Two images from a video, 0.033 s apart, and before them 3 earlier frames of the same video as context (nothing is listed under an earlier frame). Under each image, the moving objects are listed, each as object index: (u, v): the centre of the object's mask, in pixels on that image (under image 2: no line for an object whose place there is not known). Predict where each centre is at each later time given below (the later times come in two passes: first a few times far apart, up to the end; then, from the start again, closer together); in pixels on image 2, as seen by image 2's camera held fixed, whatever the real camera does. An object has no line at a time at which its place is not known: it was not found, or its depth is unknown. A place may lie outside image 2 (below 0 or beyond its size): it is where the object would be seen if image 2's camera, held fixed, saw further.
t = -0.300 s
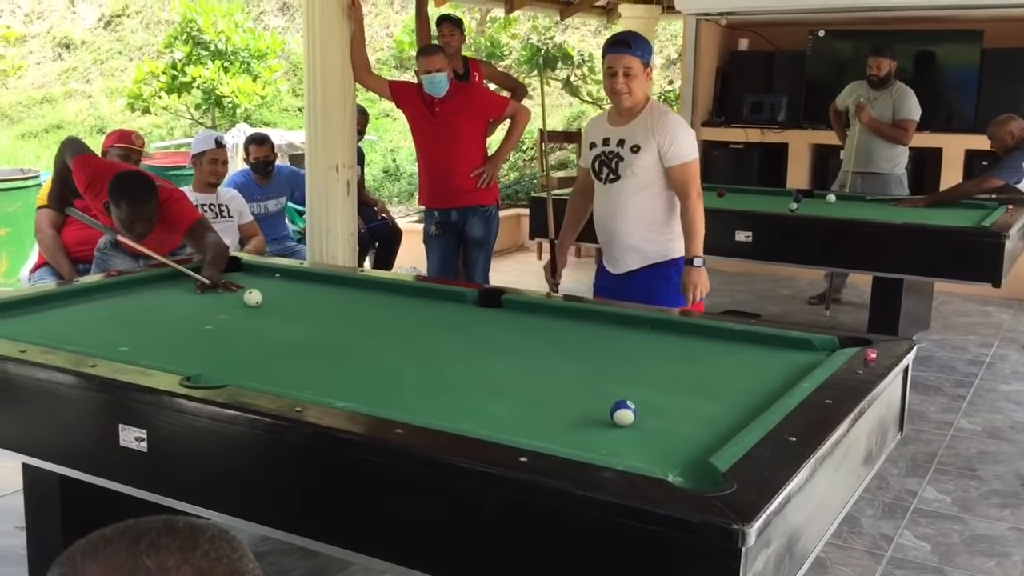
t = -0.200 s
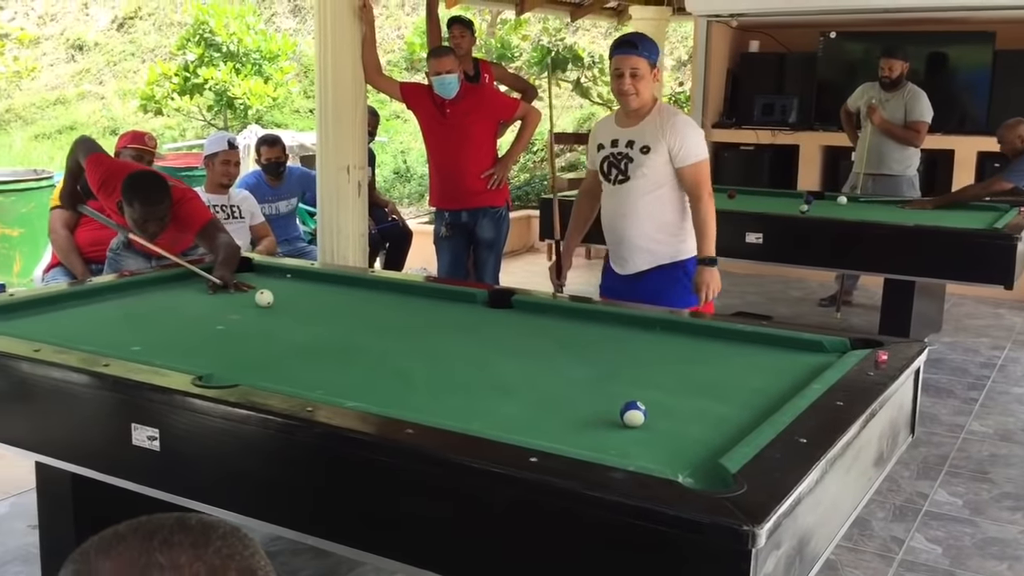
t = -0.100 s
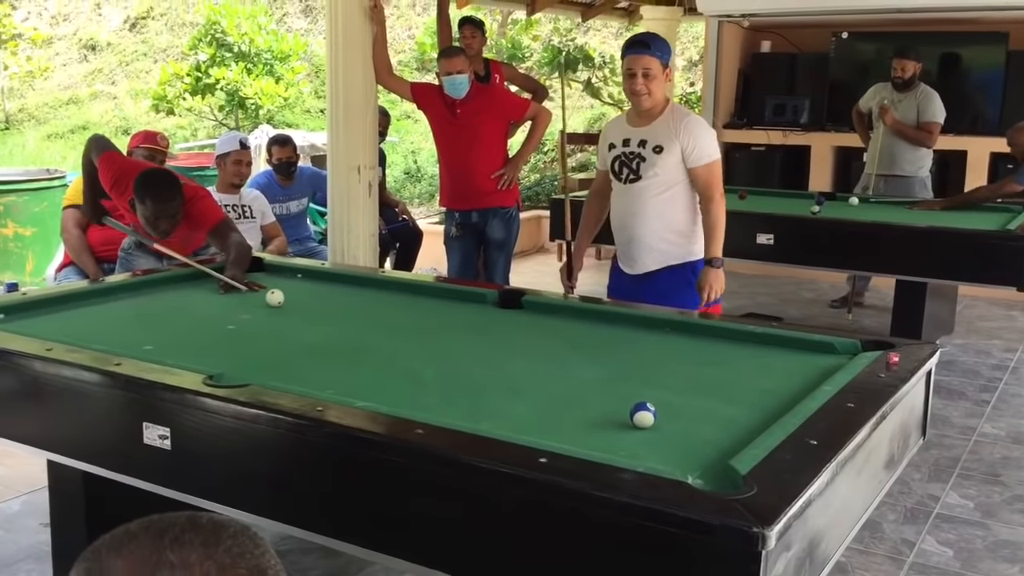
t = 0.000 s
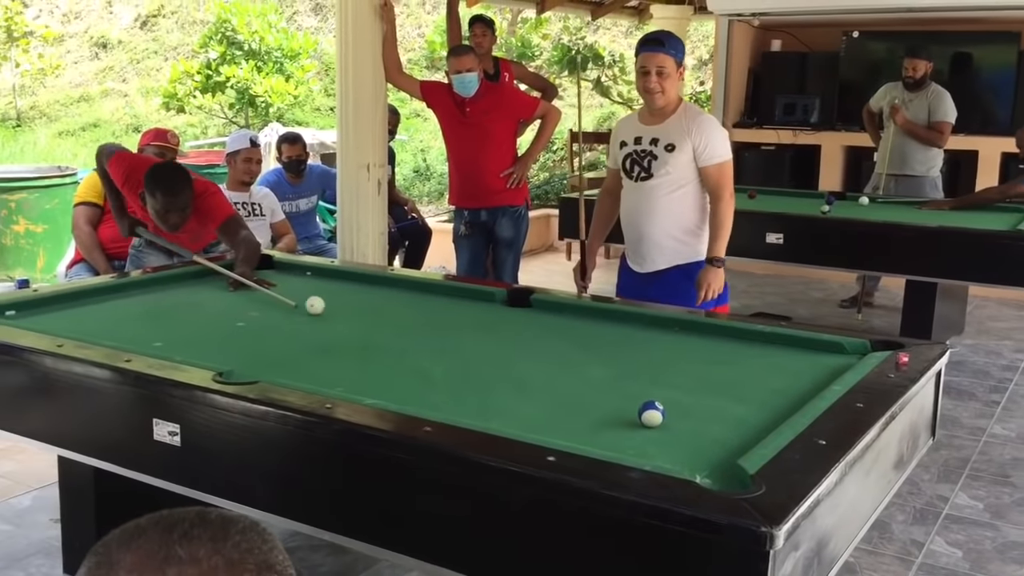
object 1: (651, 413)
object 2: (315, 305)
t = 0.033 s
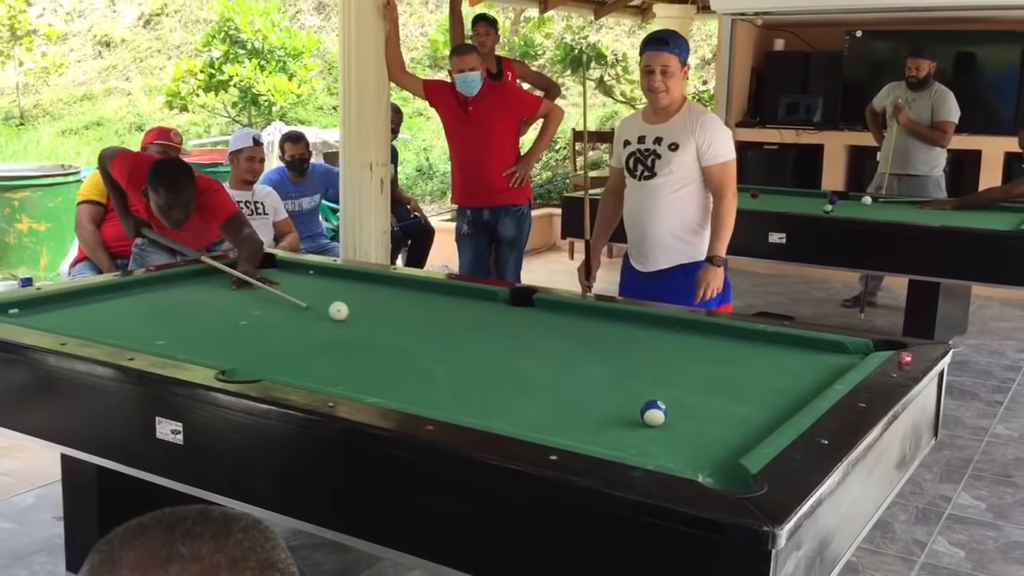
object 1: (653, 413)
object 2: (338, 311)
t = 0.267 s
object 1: (653, 413)
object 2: (500, 366)
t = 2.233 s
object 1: (376, 325)
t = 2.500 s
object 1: (338, 315)
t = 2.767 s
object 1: (305, 306)
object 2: (638, 371)
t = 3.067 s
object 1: (271, 296)
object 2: (640, 365)
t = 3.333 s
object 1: (245, 289)
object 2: (641, 360)
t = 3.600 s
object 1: (221, 282)
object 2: (641, 357)
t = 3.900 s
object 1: (196, 275)
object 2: (641, 354)
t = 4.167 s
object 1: (201, 275)
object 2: (640, 352)
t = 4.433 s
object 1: (220, 276)
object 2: (639, 350)
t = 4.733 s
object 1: (237, 279)
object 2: (638, 349)
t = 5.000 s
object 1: (252, 280)
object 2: (639, 349)
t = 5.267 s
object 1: (264, 281)
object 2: (639, 349)
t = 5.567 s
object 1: (277, 283)
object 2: (639, 349)
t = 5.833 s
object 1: (287, 284)
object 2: (639, 349)
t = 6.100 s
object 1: (294, 285)
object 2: (639, 349)
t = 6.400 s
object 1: (301, 285)
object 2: (639, 349)
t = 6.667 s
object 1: (305, 285)
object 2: (639, 349)
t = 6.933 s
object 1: (308, 287)
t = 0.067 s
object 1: (653, 413)
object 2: (360, 318)
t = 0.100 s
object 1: (653, 413)
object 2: (382, 326)
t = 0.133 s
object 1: (654, 413)
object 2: (405, 333)
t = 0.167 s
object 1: (654, 413)
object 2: (428, 341)
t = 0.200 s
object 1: (653, 413)
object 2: (451, 349)
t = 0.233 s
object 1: (653, 413)
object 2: (475, 357)
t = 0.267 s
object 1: (653, 413)
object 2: (500, 366)
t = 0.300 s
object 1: (654, 413)
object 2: (525, 374)
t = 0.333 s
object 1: (653, 413)
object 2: (550, 383)
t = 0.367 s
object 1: (653, 413)
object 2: (576, 392)
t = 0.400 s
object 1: (653, 413)
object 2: (602, 400)
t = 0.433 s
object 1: (655, 413)
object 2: (627, 409)
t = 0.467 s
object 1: (684, 418)
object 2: (623, 414)
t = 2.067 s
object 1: (402, 333)
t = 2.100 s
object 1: (397, 332)
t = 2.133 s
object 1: (392, 330)
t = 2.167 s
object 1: (386, 328)
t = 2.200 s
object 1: (381, 326)
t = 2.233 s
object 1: (376, 325)
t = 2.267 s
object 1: (370, 324)
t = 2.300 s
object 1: (366, 323)
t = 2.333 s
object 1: (361, 322)
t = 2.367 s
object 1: (357, 320)
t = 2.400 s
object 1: (351, 319)
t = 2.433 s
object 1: (348, 318)
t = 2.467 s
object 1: (343, 317)
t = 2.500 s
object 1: (338, 315)
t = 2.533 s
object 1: (333, 314)
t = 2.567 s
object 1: (329, 313)
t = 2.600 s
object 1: (325, 312)
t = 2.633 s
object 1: (321, 311)
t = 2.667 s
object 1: (317, 310)
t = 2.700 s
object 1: (313, 309)
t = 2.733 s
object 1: (309, 307)
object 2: (638, 371)
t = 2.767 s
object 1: (305, 306)
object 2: (638, 371)
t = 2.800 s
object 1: (301, 304)
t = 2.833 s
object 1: (297, 304)
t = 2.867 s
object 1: (293, 303)
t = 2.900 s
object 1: (289, 302)
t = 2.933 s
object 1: (287, 300)
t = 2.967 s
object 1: (283, 300)
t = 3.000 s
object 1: (279, 299)
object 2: (639, 366)
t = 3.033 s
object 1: (275, 297)
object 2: (640, 366)
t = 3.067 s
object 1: (271, 296)
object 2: (640, 365)
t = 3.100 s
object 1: (268, 295)
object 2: (640, 364)
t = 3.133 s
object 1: (264, 295)
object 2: (640, 364)
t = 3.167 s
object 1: (261, 294)
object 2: (640, 363)
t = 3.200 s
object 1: (258, 293)
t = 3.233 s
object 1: (255, 292)
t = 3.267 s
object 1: (252, 291)
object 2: (641, 362)
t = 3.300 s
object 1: (249, 290)
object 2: (641, 361)
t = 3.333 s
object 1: (245, 289)
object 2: (641, 360)
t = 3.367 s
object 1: (241, 288)
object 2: (641, 360)
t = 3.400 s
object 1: (238, 287)
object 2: (641, 360)
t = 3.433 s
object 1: (235, 286)
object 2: (641, 359)
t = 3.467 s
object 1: (232, 286)
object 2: (641, 359)
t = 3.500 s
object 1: (229, 285)
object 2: (641, 358)
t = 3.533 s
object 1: (227, 284)
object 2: (641, 358)
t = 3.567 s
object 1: (224, 283)
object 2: (641, 357)
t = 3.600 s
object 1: (221, 282)
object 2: (641, 357)
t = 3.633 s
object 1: (218, 281)
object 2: (641, 357)
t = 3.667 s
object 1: (215, 281)
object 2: (641, 356)
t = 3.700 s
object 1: (212, 280)
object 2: (641, 356)
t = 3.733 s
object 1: (209, 279)
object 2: (641, 355)
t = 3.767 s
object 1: (206, 278)
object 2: (641, 355)
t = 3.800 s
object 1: (204, 277)
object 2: (641, 355)
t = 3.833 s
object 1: (201, 277)
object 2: (641, 354)
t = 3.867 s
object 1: (199, 276)
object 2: (641, 354)
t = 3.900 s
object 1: (196, 275)
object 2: (641, 354)
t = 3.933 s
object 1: (193, 275)
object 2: (641, 354)
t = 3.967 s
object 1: (192, 274)
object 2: (641, 353)
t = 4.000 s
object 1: (191, 273)
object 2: (641, 353)
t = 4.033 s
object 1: (192, 274)
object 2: (640, 353)
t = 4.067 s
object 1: (195, 274)
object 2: (640, 353)
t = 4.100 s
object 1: (197, 275)
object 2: (640, 352)
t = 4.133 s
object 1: (199, 275)
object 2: (640, 352)
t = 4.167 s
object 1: (201, 275)
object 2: (640, 352)
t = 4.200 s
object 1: (204, 275)
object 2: (640, 351)
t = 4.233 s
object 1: (206, 275)
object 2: (640, 351)
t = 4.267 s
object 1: (209, 275)
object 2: (639, 351)
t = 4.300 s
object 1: (211, 275)
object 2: (639, 351)
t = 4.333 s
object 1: (213, 275)
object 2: (639, 351)
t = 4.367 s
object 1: (215, 276)
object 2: (639, 350)
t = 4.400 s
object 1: (217, 276)
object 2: (639, 350)
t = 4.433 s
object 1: (220, 276)
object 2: (639, 350)
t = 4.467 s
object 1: (222, 276)
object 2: (639, 350)
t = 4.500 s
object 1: (224, 276)
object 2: (639, 350)
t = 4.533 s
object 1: (226, 277)
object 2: (639, 350)
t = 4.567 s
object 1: (228, 277)
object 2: (639, 350)
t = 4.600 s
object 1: (229, 277)
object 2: (639, 349)
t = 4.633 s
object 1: (232, 278)
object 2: (639, 349)
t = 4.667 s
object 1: (234, 278)
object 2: (639, 349)
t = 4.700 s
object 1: (235, 278)
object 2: (638, 349)
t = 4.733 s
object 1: (237, 279)
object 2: (638, 349)
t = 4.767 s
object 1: (239, 279)
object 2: (638, 349)
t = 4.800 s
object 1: (241, 279)
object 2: (639, 349)
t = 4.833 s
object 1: (243, 279)
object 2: (639, 349)
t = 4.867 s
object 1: (245, 279)
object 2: (639, 349)
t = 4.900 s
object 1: (247, 279)
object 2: (639, 349)
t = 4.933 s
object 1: (249, 280)
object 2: (639, 349)
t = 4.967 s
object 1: (250, 280)
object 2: (639, 349)
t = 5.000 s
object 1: (252, 280)
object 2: (639, 349)
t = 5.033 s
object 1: (253, 280)
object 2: (639, 349)
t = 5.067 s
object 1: (255, 281)
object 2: (639, 349)
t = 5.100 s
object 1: (257, 280)
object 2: (639, 349)
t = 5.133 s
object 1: (258, 281)
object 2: (639, 349)
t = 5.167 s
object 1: (260, 281)
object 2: (639, 349)
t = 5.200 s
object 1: (262, 281)
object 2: (639, 349)
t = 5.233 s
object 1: (263, 281)
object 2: (639, 349)
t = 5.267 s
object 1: (264, 281)
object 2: (639, 349)
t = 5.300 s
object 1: (266, 281)
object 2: (639, 349)
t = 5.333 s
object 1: (268, 281)
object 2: (639, 349)
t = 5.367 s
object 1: (269, 282)
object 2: (639, 349)
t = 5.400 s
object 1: (270, 282)
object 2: (639, 349)
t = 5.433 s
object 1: (272, 282)
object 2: (639, 349)
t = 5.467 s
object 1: (273, 282)
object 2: (639, 349)
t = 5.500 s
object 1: (274, 282)
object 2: (639, 349)
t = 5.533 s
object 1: (276, 283)
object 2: (639, 349)
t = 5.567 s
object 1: (277, 283)
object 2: (639, 349)
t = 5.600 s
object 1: (278, 283)
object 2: (639, 349)
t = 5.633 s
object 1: (279, 283)
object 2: (639, 349)
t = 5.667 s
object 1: (281, 283)
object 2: (639, 349)
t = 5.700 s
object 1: (282, 283)
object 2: (639, 349)
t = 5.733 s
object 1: (283, 284)
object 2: (639, 349)
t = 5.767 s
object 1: (285, 284)
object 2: (639, 349)
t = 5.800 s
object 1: (286, 284)
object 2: (639, 349)
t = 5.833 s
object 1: (287, 284)
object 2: (639, 349)
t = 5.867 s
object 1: (288, 284)
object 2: (639, 349)
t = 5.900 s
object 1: (289, 284)
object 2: (639, 349)
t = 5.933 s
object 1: (290, 284)
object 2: (639, 349)
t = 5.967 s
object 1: (291, 284)
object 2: (639, 349)
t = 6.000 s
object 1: (292, 284)
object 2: (639, 349)
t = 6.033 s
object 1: (293, 284)
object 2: (639, 349)
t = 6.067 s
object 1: (294, 284)
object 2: (639, 349)
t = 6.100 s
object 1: (294, 285)
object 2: (639, 349)
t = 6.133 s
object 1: (295, 285)
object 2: (639, 349)
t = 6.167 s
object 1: (296, 285)
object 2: (639, 349)
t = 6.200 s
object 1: (297, 285)
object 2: (639, 349)
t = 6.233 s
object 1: (298, 285)
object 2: (639, 349)
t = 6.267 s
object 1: (298, 285)
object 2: (639, 349)
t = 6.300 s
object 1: (299, 285)
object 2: (639, 349)
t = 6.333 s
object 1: (300, 285)
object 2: (639, 349)
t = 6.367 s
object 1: (301, 285)
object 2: (639, 349)
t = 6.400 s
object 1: (301, 285)
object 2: (639, 349)
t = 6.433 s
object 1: (302, 285)
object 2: (639, 349)
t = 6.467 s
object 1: (302, 285)
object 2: (639, 349)
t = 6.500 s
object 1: (303, 286)
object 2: (639, 349)
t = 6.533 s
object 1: (303, 285)
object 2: (639, 349)
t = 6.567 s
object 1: (304, 285)
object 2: (639, 349)
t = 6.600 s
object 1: (304, 285)
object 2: (638, 349)
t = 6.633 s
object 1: (305, 285)
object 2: (639, 349)
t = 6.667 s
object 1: (305, 285)
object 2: (639, 349)
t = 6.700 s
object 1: (306, 286)
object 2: (639, 349)
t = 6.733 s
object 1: (306, 286)
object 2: (639, 349)
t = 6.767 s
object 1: (307, 286)
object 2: (639, 349)
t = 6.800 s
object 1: (307, 286)
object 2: (639, 349)
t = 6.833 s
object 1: (307, 286)
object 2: (639, 349)
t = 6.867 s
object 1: (308, 286)
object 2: (639, 349)
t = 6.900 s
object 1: (308, 286)
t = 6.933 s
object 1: (308, 287)
